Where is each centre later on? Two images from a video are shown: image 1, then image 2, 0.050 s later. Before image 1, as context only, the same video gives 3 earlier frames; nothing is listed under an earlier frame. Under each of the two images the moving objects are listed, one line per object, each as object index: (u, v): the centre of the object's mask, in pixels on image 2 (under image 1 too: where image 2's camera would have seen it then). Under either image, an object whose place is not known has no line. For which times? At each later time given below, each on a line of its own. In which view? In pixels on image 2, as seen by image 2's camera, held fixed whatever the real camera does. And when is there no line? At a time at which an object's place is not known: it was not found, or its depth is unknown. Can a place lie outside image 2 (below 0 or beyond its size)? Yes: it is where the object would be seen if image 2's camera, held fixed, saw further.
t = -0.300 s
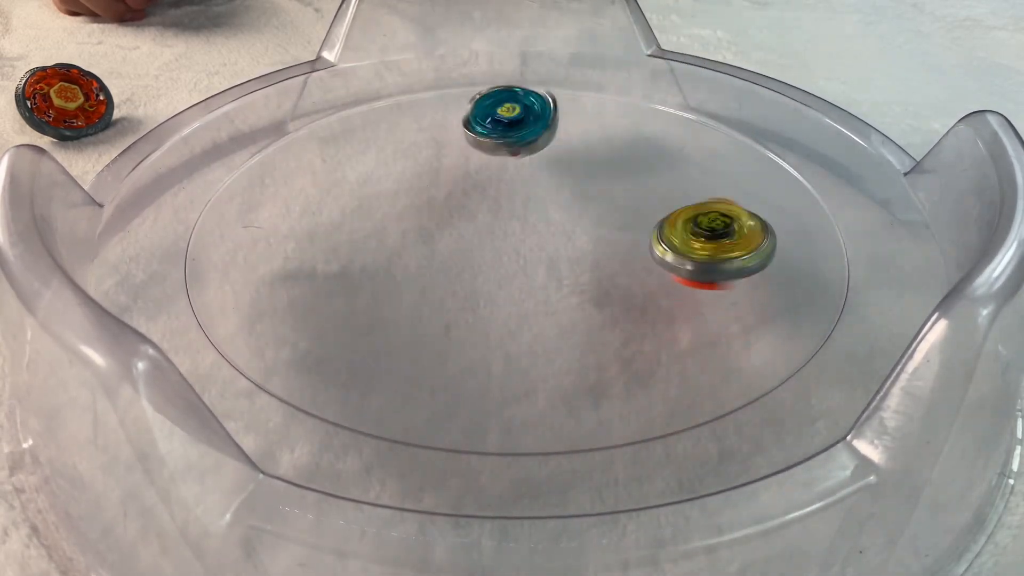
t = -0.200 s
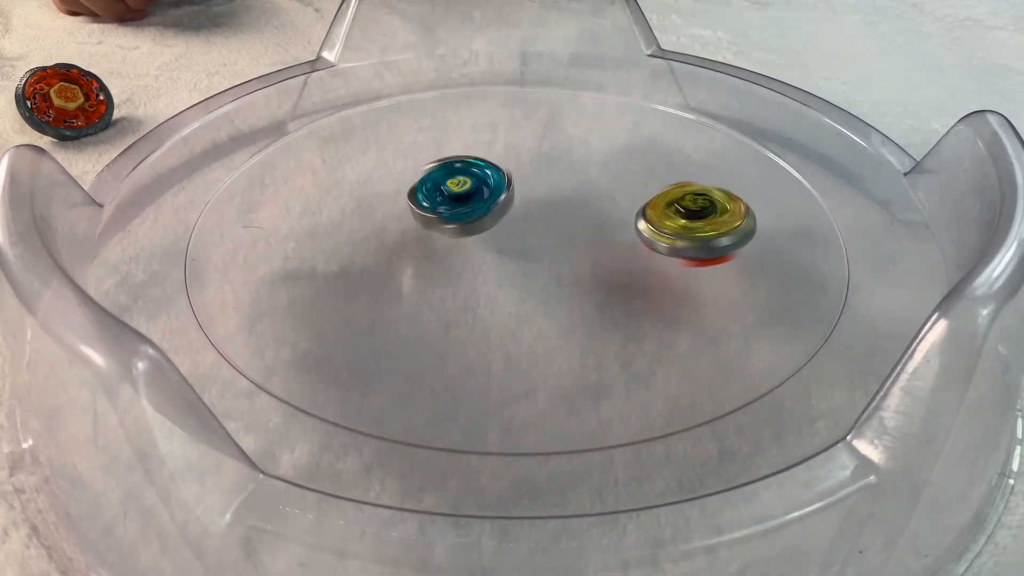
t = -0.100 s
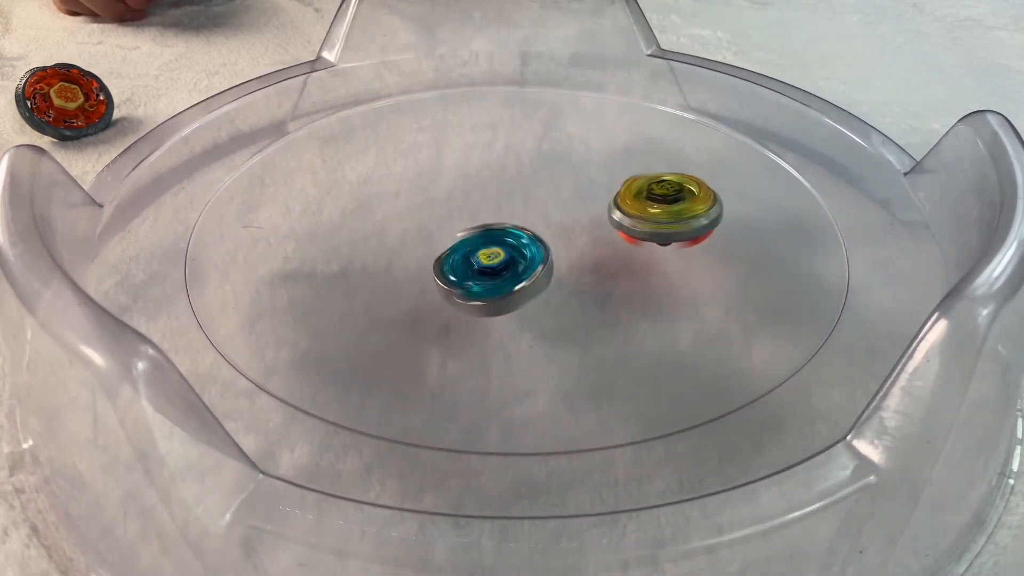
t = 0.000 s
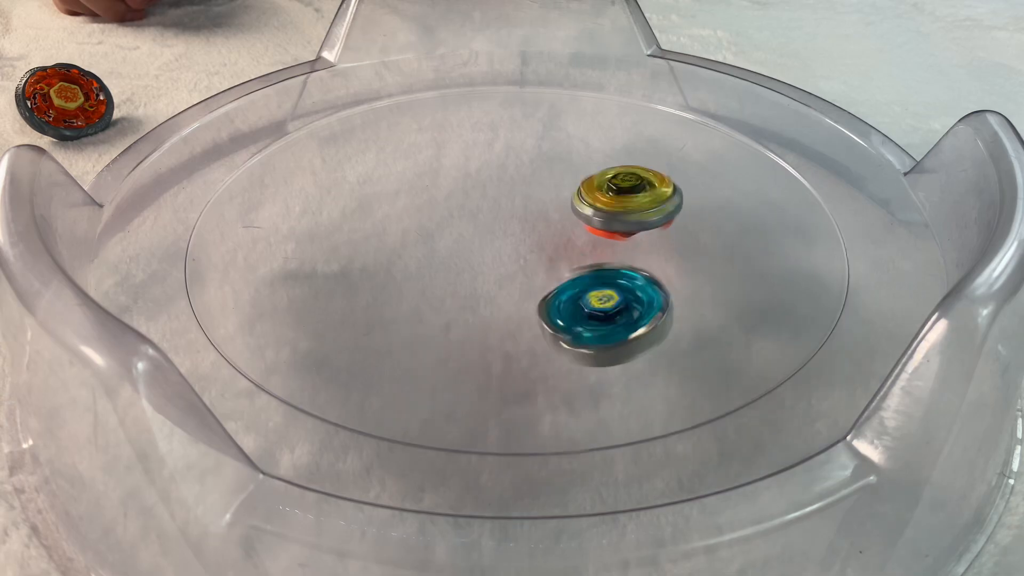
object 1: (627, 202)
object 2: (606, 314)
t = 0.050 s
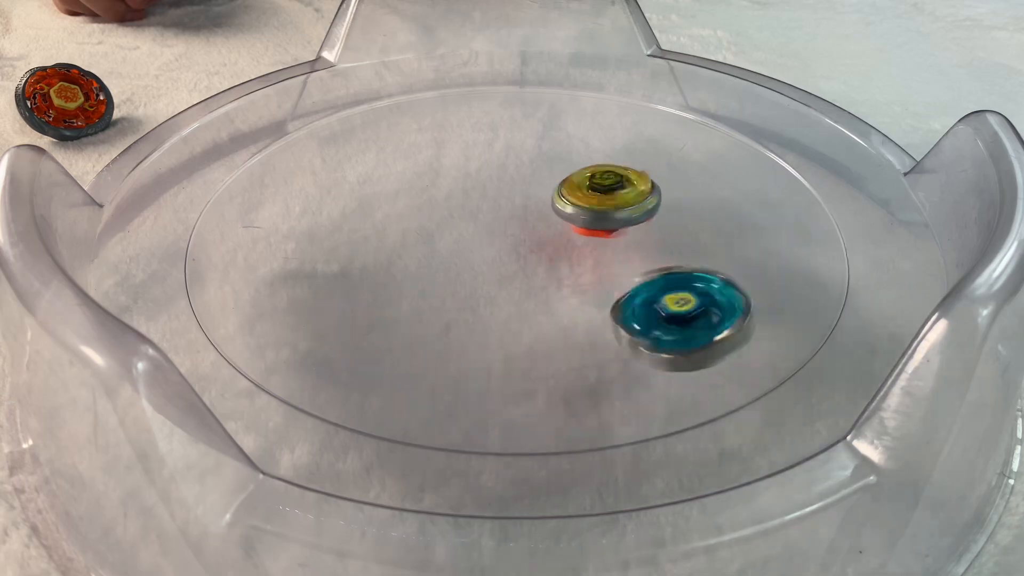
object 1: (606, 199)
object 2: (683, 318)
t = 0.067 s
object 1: (599, 199)
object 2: (709, 316)
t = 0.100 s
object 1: (586, 199)
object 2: (763, 310)
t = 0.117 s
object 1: (579, 199)
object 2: (789, 305)
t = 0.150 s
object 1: (566, 198)
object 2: (824, 284)
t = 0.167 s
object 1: (559, 199)
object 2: (829, 276)
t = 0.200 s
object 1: (546, 199)
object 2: (828, 254)
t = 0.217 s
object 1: (540, 200)
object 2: (825, 243)
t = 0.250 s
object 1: (527, 201)
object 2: (821, 223)
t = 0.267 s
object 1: (521, 202)
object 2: (815, 214)
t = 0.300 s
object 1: (508, 203)
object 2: (796, 199)
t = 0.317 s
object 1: (502, 204)
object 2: (781, 194)
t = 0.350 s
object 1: (490, 206)
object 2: (748, 186)
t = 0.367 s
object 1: (485, 207)
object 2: (728, 184)
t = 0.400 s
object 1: (475, 209)
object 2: (686, 180)
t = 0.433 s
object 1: (466, 212)
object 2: (641, 180)
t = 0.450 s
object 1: (461, 214)
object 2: (617, 182)
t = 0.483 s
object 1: (453, 217)
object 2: (573, 187)
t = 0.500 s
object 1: (449, 219)
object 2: (551, 192)
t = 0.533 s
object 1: (360, 219)
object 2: (601, 185)
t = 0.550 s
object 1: (316, 219)
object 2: (625, 182)
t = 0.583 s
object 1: (234, 214)
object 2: (661, 176)
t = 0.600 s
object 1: (194, 212)
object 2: (674, 173)
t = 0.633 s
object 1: (144, 202)
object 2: (689, 168)
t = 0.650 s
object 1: (147, 205)
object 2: (691, 161)
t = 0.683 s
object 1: (159, 228)
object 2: (692, 158)
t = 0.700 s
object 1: (168, 234)
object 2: (688, 155)
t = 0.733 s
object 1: (189, 245)
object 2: (677, 151)
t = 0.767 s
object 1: (220, 263)
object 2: (658, 150)
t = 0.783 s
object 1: (234, 266)
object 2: (646, 151)
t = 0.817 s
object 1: (269, 277)
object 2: (623, 157)
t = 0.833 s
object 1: (286, 281)
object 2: (610, 161)
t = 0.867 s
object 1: (325, 289)
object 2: (585, 172)
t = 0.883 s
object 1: (346, 292)
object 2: (575, 178)
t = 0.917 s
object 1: (386, 296)
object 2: (554, 194)
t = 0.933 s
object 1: (406, 297)
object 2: (547, 202)
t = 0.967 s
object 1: (441, 295)
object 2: (535, 218)
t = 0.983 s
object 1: (460, 293)
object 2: (530, 227)
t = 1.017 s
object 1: (472, 299)
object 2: (541, 230)
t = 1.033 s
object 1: (477, 304)
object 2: (548, 230)
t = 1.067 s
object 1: (483, 309)
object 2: (565, 232)
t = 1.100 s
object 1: (493, 309)
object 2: (583, 236)
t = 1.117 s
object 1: (499, 308)
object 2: (594, 237)
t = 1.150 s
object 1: (511, 306)
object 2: (613, 237)
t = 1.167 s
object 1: (516, 304)
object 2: (623, 236)
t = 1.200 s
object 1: (527, 301)
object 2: (637, 232)
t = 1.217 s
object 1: (532, 298)
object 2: (640, 228)
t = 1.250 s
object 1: (542, 293)
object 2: (643, 222)
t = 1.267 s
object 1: (546, 290)
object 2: (642, 218)
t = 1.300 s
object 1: (554, 285)
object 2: (638, 212)
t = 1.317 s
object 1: (559, 282)
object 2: (634, 208)
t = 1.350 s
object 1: (564, 276)
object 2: (623, 202)
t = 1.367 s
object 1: (568, 273)
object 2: (614, 201)
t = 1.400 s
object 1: (573, 266)
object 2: (601, 197)
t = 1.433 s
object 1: (566, 275)
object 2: (595, 183)
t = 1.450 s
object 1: (561, 279)
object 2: (591, 176)
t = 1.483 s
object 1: (554, 283)
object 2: (577, 164)
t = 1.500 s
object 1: (550, 284)
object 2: (568, 160)
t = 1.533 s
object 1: (547, 283)
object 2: (551, 154)
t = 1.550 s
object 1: (547, 282)
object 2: (540, 152)
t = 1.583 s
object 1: (549, 278)
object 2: (515, 152)
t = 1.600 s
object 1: (550, 277)
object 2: (503, 154)
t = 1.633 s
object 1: (555, 272)
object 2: (478, 161)
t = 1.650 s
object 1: (557, 270)
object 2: (466, 165)
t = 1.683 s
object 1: (562, 265)
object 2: (444, 177)
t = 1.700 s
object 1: (564, 263)
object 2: (435, 184)
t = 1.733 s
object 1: (567, 258)
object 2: (420, 201)
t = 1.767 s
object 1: (571, 253)
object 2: (413, 220)
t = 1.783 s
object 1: (570, 251)
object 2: (412, 230)
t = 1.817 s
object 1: (571, 245)
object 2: (421, 250)
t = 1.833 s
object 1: (571, 243)
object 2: (428, 260)
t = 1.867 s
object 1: (572, 238)
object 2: (451, 277)
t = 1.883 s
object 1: (572, 236)
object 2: (465, 283)
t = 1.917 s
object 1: (572, 230)
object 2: (501, 294)
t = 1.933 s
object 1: (571, 227)
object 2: (521, 297)
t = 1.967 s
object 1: (569, 222)
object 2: (562, 298)
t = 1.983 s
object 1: (567, 219)
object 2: (582, 296)
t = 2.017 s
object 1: (564, 216)
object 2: (619, 288)
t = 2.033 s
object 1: (563, 214)
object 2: (636, 282)
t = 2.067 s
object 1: (560, 210)
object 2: (665, 267)
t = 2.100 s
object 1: (557, 207)
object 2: (683, 249)
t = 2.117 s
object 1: (554, 205)
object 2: (689, 239)
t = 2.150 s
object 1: (550, 201)
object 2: (692, 219)
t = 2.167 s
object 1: (547, 200)
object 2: (689, 210)
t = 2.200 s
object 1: (543, 196)
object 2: (677, 192)
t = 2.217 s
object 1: (541, 195)
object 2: (669, 184)
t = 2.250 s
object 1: (536, 192)
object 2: (646, 170)
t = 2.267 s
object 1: (533, 192)
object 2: (633, 165)
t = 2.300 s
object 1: (478, 192)
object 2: (667, 144)
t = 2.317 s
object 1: (454, 190)
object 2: (678, 135)
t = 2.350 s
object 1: (407, 188)
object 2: (690, 120)
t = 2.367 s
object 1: (386, 187)
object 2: (692, 113)
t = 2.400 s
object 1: (350, 186)
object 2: (690, 102)
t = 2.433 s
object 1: (323, 187)
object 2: (684, 91)
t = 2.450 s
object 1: (313, 190)
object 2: (677, 86)
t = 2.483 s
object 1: (300, 196)
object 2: (654, 83)
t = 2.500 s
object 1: (296, 201)
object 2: (641, 82)
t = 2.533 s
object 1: (295, 210)
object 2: (617, 83)
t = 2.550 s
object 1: (295, 214)
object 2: (605, 86)
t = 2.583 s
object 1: (298, 224)
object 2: (582, 94)
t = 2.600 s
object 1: (302, 228)
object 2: (569, 100)
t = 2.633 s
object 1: (310, 237)
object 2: (546, 114)
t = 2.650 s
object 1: (315, 241)
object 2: (536, 121)
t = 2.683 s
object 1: (328, 250)
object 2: (518, 139)
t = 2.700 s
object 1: (334, 254)
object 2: (512, 148)
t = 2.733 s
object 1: (350, 260)
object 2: (501, 168)
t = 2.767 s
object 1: (367, 267)
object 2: (495, 187)
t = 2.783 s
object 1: (375, 270)
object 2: (492, 197)
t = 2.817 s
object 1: (393, 274)
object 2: (492, 216)
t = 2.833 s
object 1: (402, 277)
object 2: (494, 223)
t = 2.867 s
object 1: (407, 281)
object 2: (505, 237)
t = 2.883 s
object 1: (408, 286)
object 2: (514, 243)
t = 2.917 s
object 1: (411, 292)
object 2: (530, 257)
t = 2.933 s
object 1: (413, 295)
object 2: (538, 265)
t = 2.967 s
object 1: (422, 298)
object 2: (554, 279)
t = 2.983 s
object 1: (426, 300)
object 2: (562, 285)
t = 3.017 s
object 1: (437, 301)
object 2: (581, 296)
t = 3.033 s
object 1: (444, 302)
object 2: (593, 300)
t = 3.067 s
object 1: (456, 303)
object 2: (616, 309)
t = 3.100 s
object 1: (468, 303)
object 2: (644, 314)
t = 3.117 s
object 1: (475, 303)
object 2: (659, 316)
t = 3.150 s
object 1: (487, 303)
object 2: (687, 316)
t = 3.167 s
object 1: (492, 303)
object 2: (703, 316)
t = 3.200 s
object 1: (504, 302)
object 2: (730, 312)
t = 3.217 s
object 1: (511, 301)
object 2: (741, 309)
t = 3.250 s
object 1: (521, 299)
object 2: (758, 300)
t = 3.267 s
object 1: (527, 297)
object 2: (762, 295)
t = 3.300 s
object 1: (537, 295)
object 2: (764, 285)
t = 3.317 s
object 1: (541, 293)
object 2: (761, 279)
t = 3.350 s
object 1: (550, 289)
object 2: (747, 268)
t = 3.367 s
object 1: (555, 287)
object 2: (737, 261)
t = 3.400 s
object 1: (562, 283)
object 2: (710, 251)
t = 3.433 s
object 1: (564, 279)
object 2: (685, 243)
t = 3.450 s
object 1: (549, 277)
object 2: (689, 235)
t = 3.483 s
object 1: (521, 274)
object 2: (687, 221)
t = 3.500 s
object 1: (508, 271)
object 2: (679, 216)
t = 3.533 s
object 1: (488, 265)
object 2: (659, 207)
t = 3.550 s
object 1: (481, 262)
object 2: (646, 204)
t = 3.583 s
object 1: (470, 256)
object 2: (622, 198)
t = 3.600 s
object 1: (465, 253)
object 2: (608, 197)
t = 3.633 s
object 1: (461, 249)
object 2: (581, 193)
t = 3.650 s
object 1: (461, 248)
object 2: (568, 193)
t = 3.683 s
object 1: (460, 246)
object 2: (541, 192)
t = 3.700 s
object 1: (459, 246)
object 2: (529, 192)
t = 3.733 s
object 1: (447, 251)
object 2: (513, 186)
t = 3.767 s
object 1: (438, 254)
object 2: (496, 182)
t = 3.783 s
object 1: (438, 255)
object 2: (485, 181)
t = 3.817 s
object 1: (436, 256)
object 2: (462, 180)
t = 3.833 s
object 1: (435, 257)
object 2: (451, 180)
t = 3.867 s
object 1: (436, 258)
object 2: (429, 182)
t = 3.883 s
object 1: (437, 258)
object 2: (419, 184)
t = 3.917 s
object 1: (439, 258)
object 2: (399, 189)
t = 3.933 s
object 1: (439, 259)
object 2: (390, 193)
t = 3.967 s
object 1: (454, 278)
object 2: (368, 182)
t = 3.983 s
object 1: (463, 286)
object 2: (358, 177)
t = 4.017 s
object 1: (480, 298)
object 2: (342, 172)
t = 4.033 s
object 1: (489, 302)
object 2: (335, 172)
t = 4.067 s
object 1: (505, 308)
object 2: (321, 173)
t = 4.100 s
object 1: (519, 308)
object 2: (310, 178)
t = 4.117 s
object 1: (524, 308)
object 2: (308, 181)
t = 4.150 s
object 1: (537, 307)
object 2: (309, 191)
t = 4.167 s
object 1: (544, 306)
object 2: (315, 197)
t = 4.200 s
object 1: (555, 303)
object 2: (331, 208)
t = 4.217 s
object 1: (560, 302)
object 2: (343, 213)
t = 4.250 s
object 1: (571, 299)
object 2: (368, 220)
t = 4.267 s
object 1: (576, 297)
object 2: (383, 222)
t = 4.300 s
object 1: (585, 293)
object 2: (410, 225)
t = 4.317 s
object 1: (590, 291)
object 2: (424, 225)
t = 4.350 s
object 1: (598, 286)
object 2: (450, 224)
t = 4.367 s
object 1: (601, 284)
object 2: (463, 223)
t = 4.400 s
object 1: (607, 279)
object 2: (485, 219)
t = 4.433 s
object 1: (613, 274)
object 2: (507, 215)
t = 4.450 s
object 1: (615, 271)
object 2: (517, 211)
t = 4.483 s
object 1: (618, 265)
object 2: (537, 205)
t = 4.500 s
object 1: (621, 263)
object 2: (545, 201)
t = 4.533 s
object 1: (623, 257)
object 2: (562, 193)
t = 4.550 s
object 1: (623, 254)
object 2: (570, 188)
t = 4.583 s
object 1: (624, 249)
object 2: (585, 179)
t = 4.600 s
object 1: (624, 245)
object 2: (593, 175)
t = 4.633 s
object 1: (624, 239)
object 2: (606, 167)
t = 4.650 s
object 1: (624, 237)
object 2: (611, 163)
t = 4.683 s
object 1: (623, 232)
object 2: (620, 155)
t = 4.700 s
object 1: (621, 229)
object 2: (624, 151)
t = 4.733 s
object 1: (618, 224)
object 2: (628, 142)
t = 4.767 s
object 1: (615, 219)
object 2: (627, 133)
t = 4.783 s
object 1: (614, 216)
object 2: (624, 131)
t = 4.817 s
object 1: (609, 211)
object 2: (616, 127)
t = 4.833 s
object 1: (607, 209)
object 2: (610, 127)
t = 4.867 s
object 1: (603, 205)
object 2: (597, 129)
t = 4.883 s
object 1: (599, 203)
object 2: (590, 132)
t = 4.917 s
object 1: (591, 215)
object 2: (579, 120)
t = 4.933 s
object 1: (585, 226)
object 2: (574, 111)
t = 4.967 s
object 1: (570, 246)
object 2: (561, 99)
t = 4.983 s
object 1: (563, 255)
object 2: (555, 96)
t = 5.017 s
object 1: (549, 270)
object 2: (538, 92)
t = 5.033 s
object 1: (543, 278)
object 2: (531, 93)
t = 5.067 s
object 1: (529, 287)
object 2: (514, 96)
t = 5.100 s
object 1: (519, 294)
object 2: (500, 103)
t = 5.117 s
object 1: (516, 297)
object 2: (492, 108)
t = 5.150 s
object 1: (511, 298)
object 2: (481, 118)
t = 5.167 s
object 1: (511, 299)
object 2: (476, 125)
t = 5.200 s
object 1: (513, 299)
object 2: (469, 138)
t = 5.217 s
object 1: (514, 299)
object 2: (466, 145)
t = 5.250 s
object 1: (521, 299)
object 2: (462, 158)
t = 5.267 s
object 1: (522, 299)
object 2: (461, 164)
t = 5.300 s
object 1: (529, 298)
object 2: (459, 177)
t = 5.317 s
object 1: (530, 298)
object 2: (459, 184)
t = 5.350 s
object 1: (535, 297)
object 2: (458, 197)
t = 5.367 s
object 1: (538, 296)
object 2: (459, 203)
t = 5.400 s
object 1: (542, 295)
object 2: (459, 216)
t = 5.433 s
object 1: (547, 292)
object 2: (462, 228)
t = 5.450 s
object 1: (548, 291)
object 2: (462, 234)
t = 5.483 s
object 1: (559, 291)
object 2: (458, 239)
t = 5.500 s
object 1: (572, 295)
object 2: (449, 236)
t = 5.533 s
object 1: (596, 300)
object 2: (436, 233)
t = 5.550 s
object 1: (604, 301)
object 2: (431, 234)
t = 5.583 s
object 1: (618, 301)
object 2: (421, 238)
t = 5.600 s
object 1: (622, 299)
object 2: (416, 241)
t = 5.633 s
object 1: (629, 295)
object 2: (404, 248)
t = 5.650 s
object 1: (631, 292)
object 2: (400, 251)
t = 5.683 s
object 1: (635, 287)
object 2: (394, 259)
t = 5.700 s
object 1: (637, 284)
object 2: (391, 263)
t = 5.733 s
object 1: (639, 279)
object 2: (393, 271)
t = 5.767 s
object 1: (642, 274)
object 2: (400, 279)
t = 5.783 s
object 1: (641, 271)
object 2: (406, 281)
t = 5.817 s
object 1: (643, 265)
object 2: (422, 286)
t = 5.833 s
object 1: (641, 262)
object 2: (431, 287)
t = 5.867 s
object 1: (640, 257)
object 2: (451, 287)
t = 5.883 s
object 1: (638, 254)
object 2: (461, 285)
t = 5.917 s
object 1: (637, 249)
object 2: (481, 281)
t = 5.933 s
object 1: (634, 246)
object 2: (488, 277)
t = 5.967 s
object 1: (631, 240)
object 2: (503, 269)
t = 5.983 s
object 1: (627, 237)
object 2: (509, 265)
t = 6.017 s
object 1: (626, 231)
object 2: (514, 257)
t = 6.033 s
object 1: (629, 227)
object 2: (509, 253)
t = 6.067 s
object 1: (635, 220)
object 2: (501, 246)
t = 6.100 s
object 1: (633, 213)
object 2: (493, 237)
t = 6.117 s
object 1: (632, 210)
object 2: (489, 233)
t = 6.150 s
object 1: (627, 204)
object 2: (479, 226)
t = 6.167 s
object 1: (625, 202)
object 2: (474, 222)
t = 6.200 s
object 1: (620, 197)
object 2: (464, 216)
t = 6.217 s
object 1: (618, 194)
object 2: (458, 213)
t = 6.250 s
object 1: (612, 189)
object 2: (448, 208)
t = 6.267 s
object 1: (609, 187)
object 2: (442, 205)
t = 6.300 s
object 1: (602, 183)
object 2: (431, 201)
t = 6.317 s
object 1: (600, 182)
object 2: (426, 200)
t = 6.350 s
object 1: (593, 178)
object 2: (417, 199)
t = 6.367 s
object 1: (591, 177)
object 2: (414, 199)
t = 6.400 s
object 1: (584, 174)
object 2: (409, 200)
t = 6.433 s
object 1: (578, 172)
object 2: (407, 202)
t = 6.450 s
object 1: (574, 171)
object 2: (407, 204)
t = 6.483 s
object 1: (568, 170)
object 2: (410, 208)
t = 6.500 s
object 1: (565, 169)
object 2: (413, 209)
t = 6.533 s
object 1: (558, 168)
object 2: (422, 214)
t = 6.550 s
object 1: (554, 168)
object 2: (429, 217)
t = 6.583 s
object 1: (547, 167)
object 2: (446, 219)
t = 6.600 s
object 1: (544, 168)
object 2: (453, 219)
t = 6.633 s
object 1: (539, 167)
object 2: (469, 220)
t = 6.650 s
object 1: (536, 167)
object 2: (479, 219)
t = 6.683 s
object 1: (538, 160)
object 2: (475, 228)
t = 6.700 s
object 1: (542, 155)
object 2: (474, 233)
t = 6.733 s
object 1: (547, 148)
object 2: (476, 241)
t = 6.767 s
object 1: (549, 145)
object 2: (484, 247)
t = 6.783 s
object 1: (547, 145)
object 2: (489, 250)
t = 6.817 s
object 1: (543, 144)
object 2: (501, 256)
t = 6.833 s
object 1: (541, 145)
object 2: (506, 257)
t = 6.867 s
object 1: (536, 146)
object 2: (521, 260)
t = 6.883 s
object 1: (533, 146)
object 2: (528, 261)
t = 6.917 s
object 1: (527, 147)
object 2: (542, 260)
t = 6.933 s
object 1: (525, 148)
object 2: (550, 260)
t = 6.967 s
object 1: (520, 150)
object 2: (563, 257)
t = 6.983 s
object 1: (518, 152)
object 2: (568, 256)
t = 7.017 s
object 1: (513, 155)
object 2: (580, 250)
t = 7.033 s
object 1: (511, 156)
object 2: (582, 247)
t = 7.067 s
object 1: (507, 161)
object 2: (587, 241)
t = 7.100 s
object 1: (503, 164)
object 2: (588, 233)
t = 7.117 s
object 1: (502, 167)
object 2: (587, 230)
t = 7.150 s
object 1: (497, 171)
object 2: (584, 223)
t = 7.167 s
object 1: (496, 174)
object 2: (581, 220)
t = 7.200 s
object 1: (491, 179)
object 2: (573, 215)
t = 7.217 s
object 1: (487, 179)
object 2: (572, 215)
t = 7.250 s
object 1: (471, 175)
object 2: (585, 220)
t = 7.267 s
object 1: (463, 174)
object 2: (589, 223)
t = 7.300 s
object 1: (454, 175)
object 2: (597, 227)
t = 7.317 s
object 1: (450, 176)
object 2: (602, 228)
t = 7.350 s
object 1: (443, 180)
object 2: (610, 233)
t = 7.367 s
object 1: (440, 182)
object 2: (614, 234)
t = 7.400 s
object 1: (433, 186)
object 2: (622, 236)
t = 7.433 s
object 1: (428, 190)
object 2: (627, 238)
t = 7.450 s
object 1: (425, 192)
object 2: (629, 238)
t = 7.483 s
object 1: (419, 197)
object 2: (632, 238)
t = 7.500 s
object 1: (418, 199)
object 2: (632, 239)
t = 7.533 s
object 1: (413, 204)
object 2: (630, 240)
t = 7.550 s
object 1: (411, 206)
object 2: (629, 240)
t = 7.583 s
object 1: (409, 211)
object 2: (625, 239)
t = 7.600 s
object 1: (407, 213)
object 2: (621, 239)
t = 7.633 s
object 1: (405, 218)
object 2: (612, 240)
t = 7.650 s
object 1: (405, 220)
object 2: (608, 239)
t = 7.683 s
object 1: (404, 226)
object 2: (595, 240)
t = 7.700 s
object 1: (404, 228)
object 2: (589, 241)
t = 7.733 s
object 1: (404, 232)
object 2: (576, 242)
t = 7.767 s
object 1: (405, 237)
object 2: (563, 243)
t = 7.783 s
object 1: (406, 239)
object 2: (555, 245)
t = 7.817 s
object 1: (407, 244)
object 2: (543, 246)
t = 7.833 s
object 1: (408, 246)
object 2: (538, 247)
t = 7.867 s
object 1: (396, 244)
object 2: (544, 253)
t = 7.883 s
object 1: (365, 234)
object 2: (577, 259)
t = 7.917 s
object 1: (312, 215)
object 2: (633, 268)
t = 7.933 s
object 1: (289, 205)
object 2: (658, 272)
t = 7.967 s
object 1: (254, 188)
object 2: (695, 279)
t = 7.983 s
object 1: (241, 181)
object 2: (707, 280)
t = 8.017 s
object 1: (222, 171)
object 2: (725, 281)
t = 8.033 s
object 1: (216, 168)
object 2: (732, 281)
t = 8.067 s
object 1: (216, 167)
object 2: (742, 279)
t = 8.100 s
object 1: (228, 169)
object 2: (744, 281)
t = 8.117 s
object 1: (234, 171)
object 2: (742, 283)
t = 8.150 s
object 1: (250, 174)
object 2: (732, 284)
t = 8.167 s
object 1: (258, 177)
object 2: (729, 283)
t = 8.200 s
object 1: (277, 182)
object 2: (723, 282)
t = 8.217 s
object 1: (287, 185)
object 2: (721, 281)
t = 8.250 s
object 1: (310, 191)
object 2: (715, 278)
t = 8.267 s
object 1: (323, 194)
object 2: (711, 276)
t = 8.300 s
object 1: (349, 200)
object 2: (702, 274)
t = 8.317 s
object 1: (362, 204)
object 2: (697, 274)
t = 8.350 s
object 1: (389, 208)
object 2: (682, 274)
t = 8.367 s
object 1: (403, 211)
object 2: (673, 275)
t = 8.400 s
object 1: (430, 214)
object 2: (652, 277)
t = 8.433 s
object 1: (456, 216)
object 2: (628, 277)
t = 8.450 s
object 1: (468, 217)
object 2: (617, 279)
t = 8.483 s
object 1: (491, 218)
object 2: (595, 281)
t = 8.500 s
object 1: (501, 217)
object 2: (586, 281)
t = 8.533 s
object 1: (520, 216)
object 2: (570, 283)
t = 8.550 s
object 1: (528, 214)
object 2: (565, 285)
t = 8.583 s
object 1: (542, 210)
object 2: (556, 285)
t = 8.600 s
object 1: (548, 207)
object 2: (553, 286)
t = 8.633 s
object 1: (562, 205)
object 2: (549, 286)
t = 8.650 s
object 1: (569, 203)
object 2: (549, 286)
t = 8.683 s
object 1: (583, 202)
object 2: (550, 285)
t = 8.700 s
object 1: (589, 201)
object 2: (550, 285)
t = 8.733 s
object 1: (602, 200)
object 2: (551, 284)
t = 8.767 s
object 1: (613, 200)
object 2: (554, 283)
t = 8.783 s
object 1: (619, 200)
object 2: (555, 282)
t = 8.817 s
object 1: (629, 200)
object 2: (559, 281)
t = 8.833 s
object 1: (634, 200)
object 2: (561, 279)
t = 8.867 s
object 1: (642, 201)
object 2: (566, 275)
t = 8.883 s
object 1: (646, 202)
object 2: (569, 273)
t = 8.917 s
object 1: (653, 204)
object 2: (576, 271)
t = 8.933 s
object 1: (656, 205)
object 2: (578, 270)
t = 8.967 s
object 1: (662, 208)
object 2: (581, 270)
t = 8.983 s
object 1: (664, 209)
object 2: (581, 270)
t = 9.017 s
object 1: (667, 213)
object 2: (578, 270)
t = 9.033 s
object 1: (667, 215)
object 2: (575, 270)
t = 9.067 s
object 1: (668, 220)
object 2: (570, 270)
